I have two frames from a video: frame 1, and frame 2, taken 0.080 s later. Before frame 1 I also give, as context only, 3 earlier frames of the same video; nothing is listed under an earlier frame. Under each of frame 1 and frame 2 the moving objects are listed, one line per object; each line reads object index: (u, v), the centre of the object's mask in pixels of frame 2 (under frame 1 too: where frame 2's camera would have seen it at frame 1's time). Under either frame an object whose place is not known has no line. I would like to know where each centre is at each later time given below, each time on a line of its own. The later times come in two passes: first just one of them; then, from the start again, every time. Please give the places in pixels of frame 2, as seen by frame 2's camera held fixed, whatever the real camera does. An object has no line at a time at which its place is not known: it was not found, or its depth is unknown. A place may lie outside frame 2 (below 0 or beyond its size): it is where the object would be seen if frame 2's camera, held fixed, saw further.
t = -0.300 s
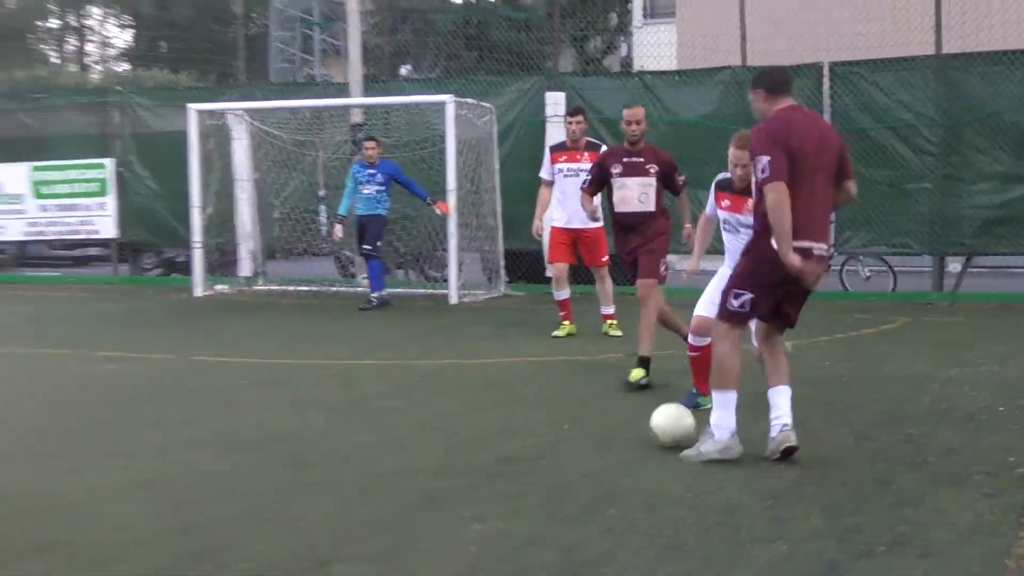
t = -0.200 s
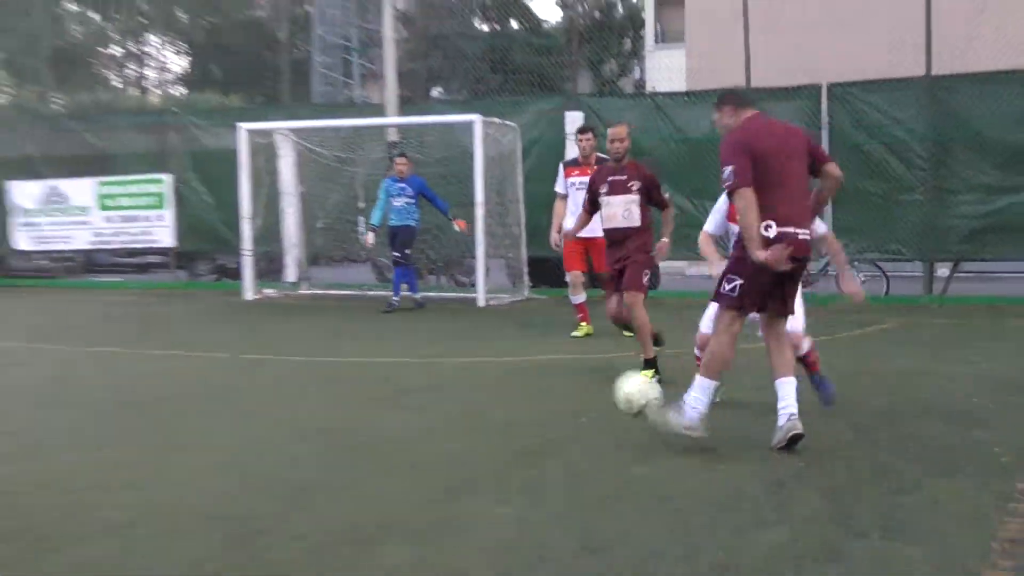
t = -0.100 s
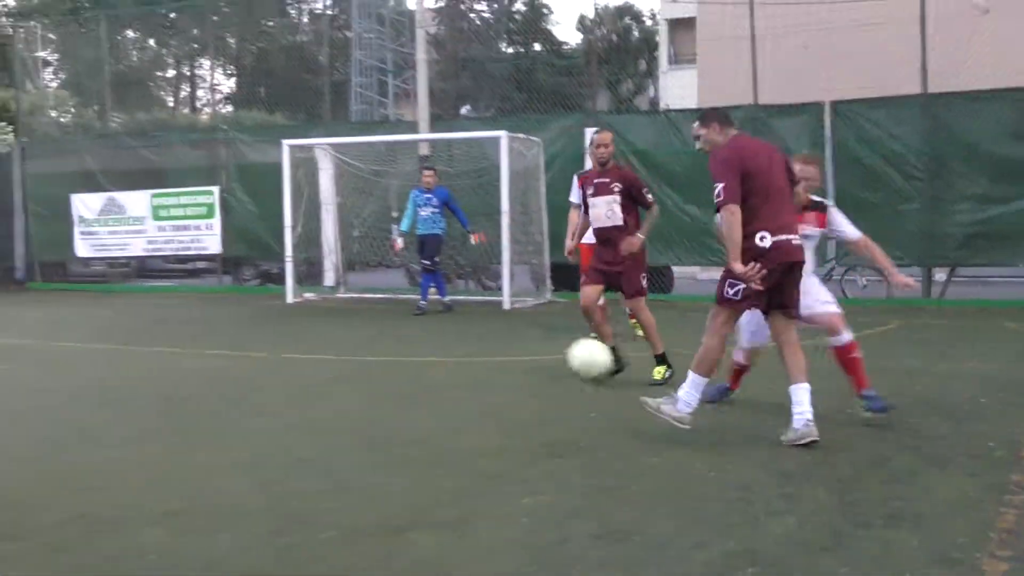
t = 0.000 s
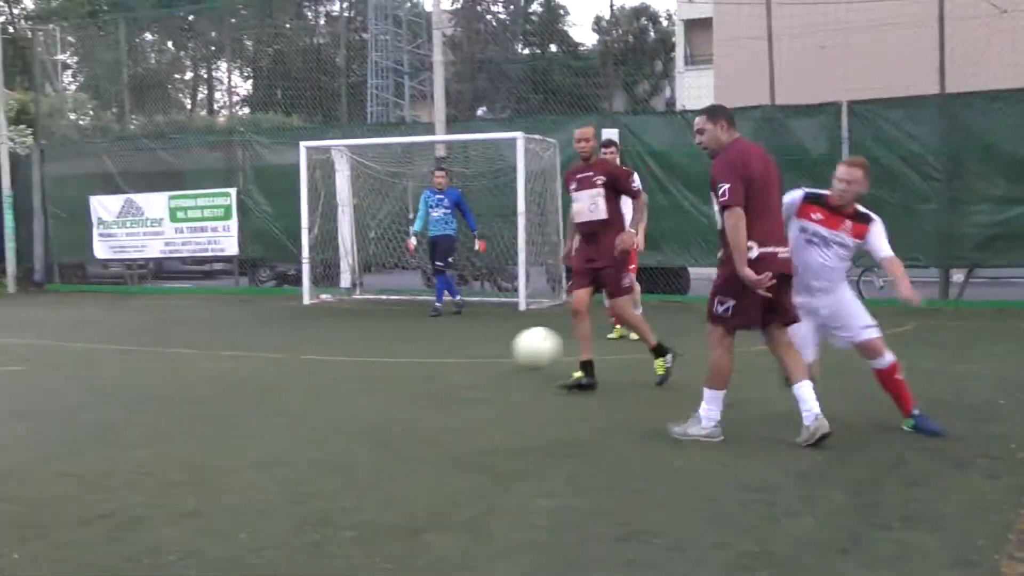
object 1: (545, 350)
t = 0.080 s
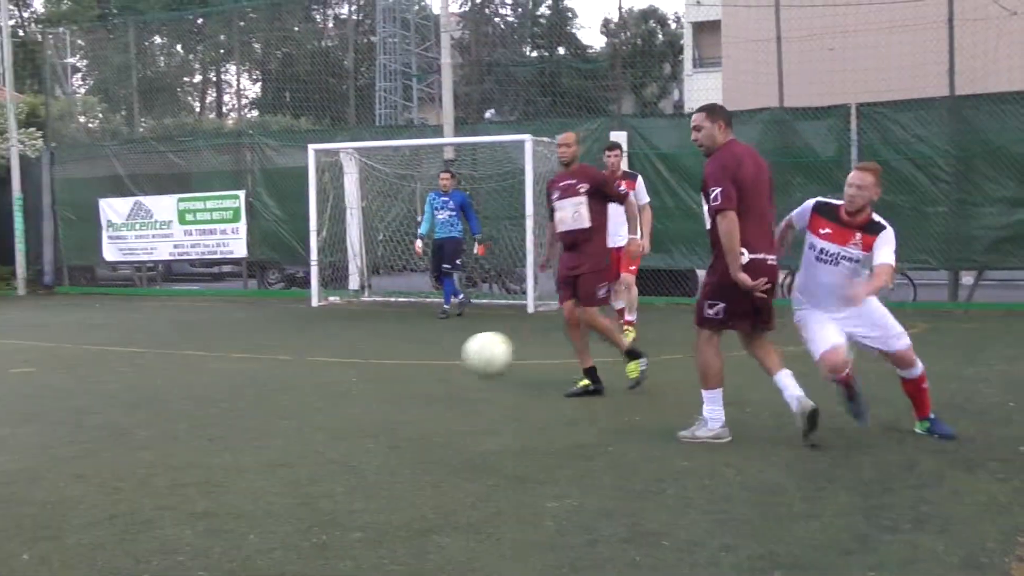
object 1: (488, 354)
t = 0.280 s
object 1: (329, 431)
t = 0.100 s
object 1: (474, 355)
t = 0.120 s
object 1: (458, 361)
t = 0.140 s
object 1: (442, 366)
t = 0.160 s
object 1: (426, 373)
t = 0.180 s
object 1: (410, 380)
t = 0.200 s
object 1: (394, 387)
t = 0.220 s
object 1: (378, 396)
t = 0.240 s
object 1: (361, 406)
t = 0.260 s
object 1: (346, 418)
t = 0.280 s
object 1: (329, 431)
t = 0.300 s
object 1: (312, 447)
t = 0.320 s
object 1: (295, 460)
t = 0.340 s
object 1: (277, 480)
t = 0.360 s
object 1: (260, 489)
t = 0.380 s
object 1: (247, 486)
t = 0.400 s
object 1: (233, 483)
